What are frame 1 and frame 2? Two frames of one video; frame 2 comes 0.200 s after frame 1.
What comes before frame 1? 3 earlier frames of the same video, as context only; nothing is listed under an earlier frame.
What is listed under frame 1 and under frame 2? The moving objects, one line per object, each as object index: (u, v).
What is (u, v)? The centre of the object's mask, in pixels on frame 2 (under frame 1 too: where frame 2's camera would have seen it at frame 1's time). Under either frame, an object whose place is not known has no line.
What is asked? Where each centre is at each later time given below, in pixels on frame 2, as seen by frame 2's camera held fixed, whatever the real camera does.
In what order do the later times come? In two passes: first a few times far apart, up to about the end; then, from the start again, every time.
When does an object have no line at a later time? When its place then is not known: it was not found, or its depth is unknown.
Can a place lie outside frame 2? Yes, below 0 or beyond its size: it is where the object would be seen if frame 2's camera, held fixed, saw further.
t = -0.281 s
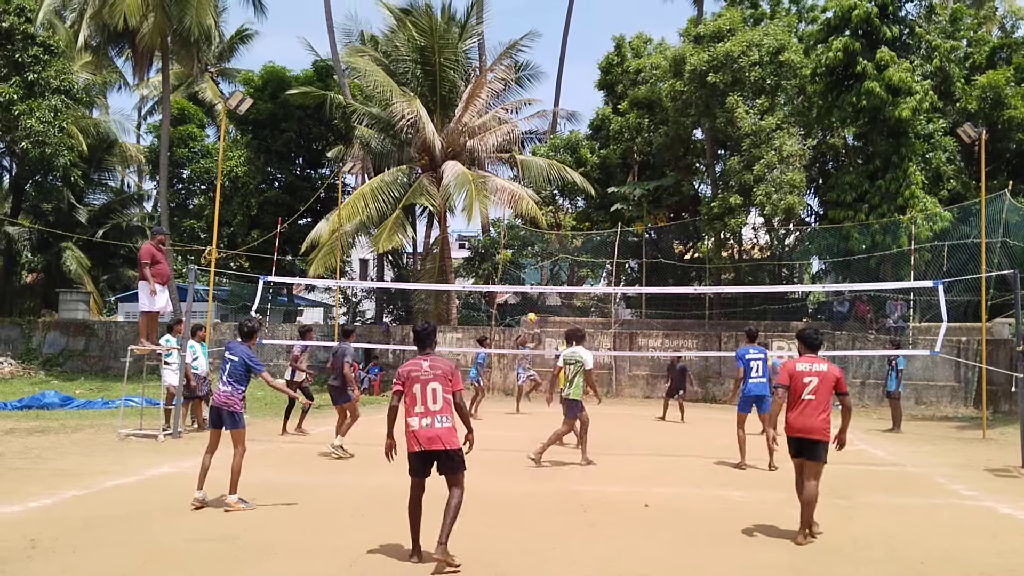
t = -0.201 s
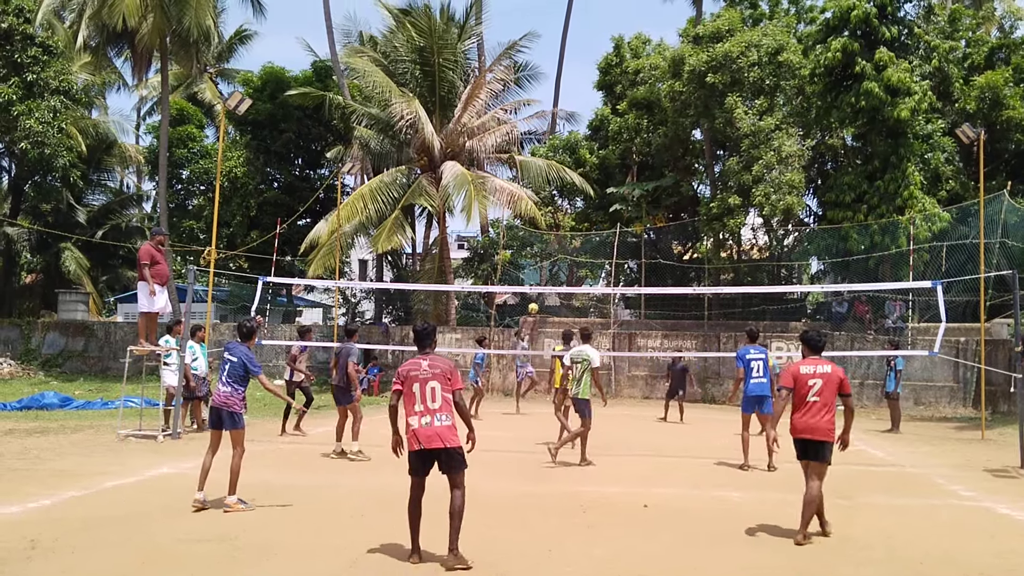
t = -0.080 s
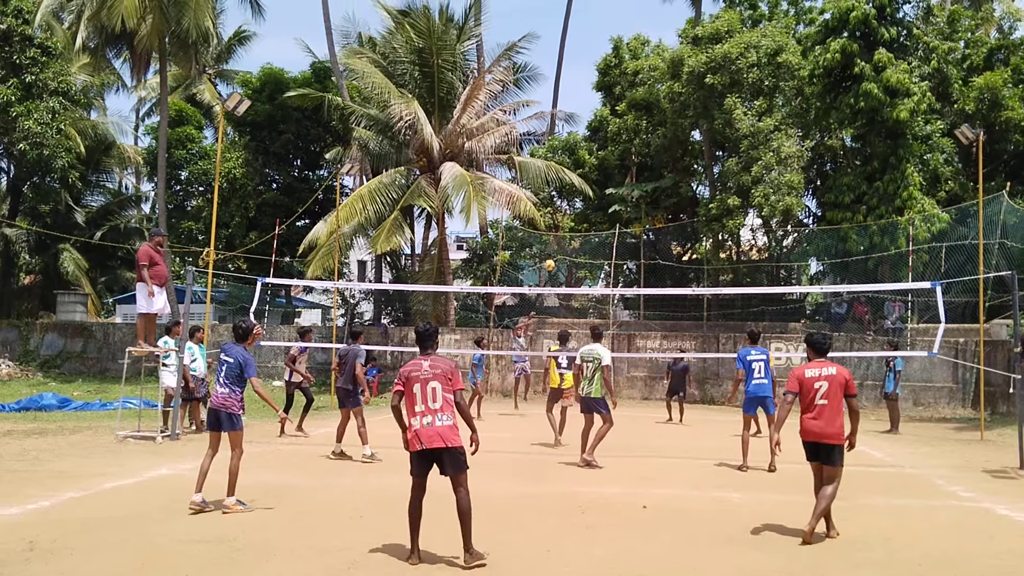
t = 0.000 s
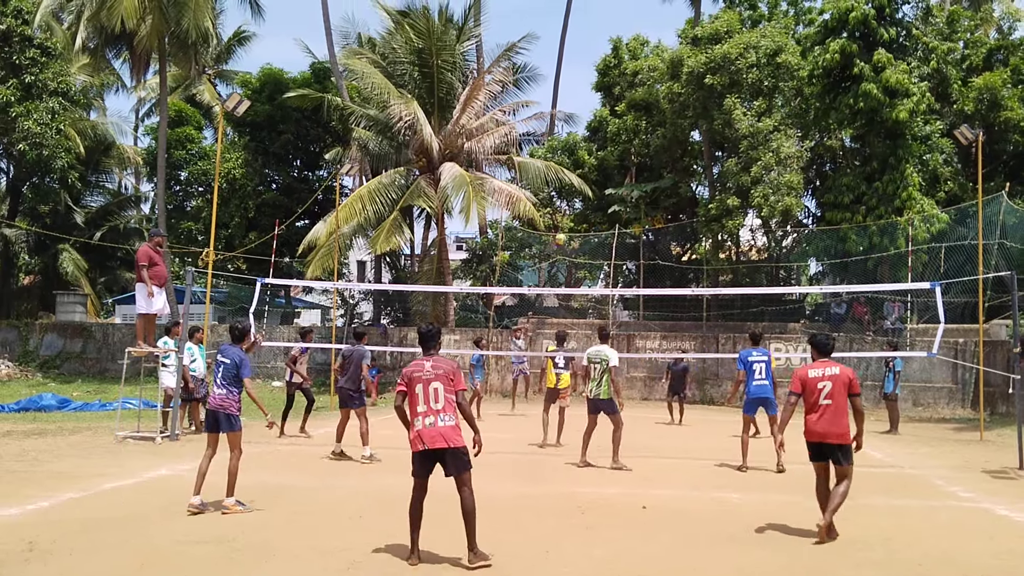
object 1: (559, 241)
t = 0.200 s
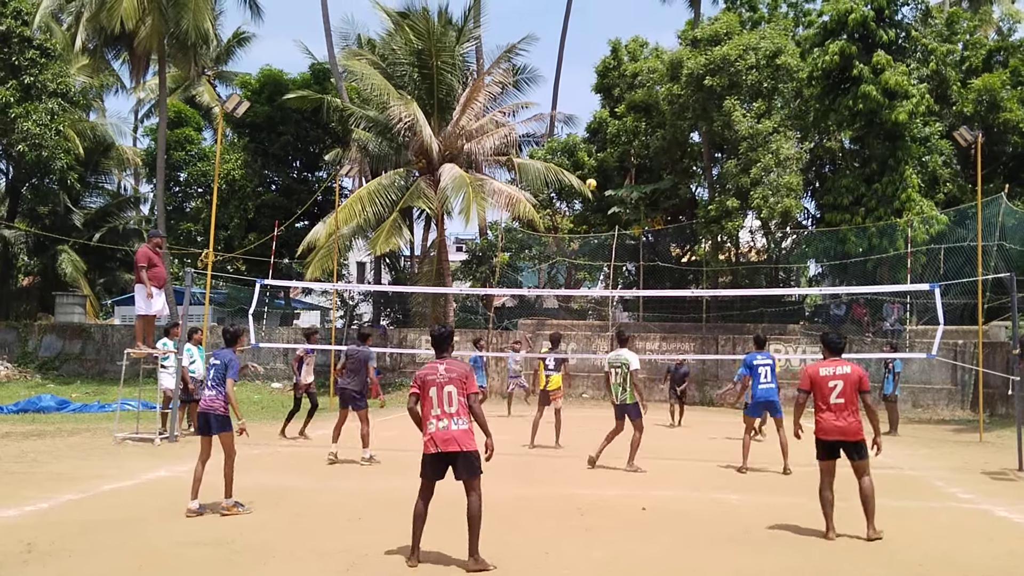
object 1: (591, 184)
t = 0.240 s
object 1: (597, 175)
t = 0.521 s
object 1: (642, 130)
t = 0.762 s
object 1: (684, 124)
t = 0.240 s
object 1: (597, 175)
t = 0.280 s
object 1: (603, 166)
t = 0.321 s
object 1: (610, 159)
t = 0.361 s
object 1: (616, 152)
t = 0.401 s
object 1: (623, 145)
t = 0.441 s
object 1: (629, 140)
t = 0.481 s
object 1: (636, 135)
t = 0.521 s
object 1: (642, 130)
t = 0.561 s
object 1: (649, 127)
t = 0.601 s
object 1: (656, 125)
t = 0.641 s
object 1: (663, 123)
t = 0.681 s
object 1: (670, 122)
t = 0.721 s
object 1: (677, 122)
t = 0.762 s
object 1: (684, 124)
